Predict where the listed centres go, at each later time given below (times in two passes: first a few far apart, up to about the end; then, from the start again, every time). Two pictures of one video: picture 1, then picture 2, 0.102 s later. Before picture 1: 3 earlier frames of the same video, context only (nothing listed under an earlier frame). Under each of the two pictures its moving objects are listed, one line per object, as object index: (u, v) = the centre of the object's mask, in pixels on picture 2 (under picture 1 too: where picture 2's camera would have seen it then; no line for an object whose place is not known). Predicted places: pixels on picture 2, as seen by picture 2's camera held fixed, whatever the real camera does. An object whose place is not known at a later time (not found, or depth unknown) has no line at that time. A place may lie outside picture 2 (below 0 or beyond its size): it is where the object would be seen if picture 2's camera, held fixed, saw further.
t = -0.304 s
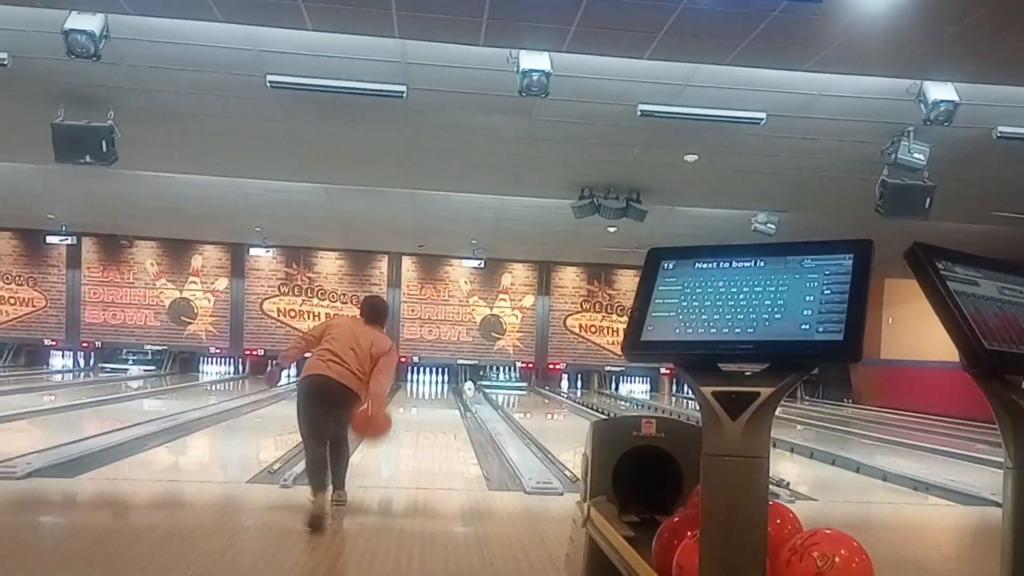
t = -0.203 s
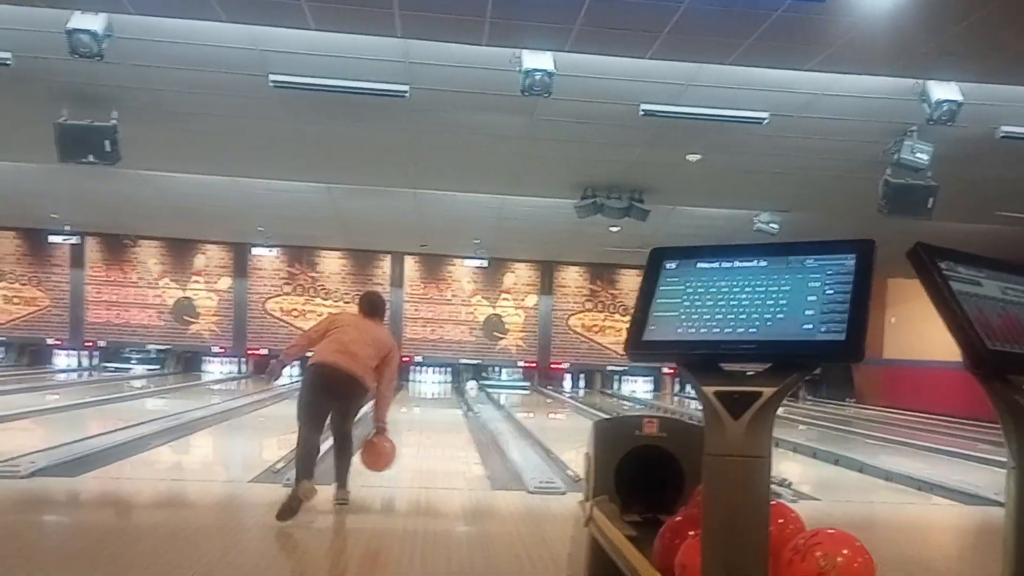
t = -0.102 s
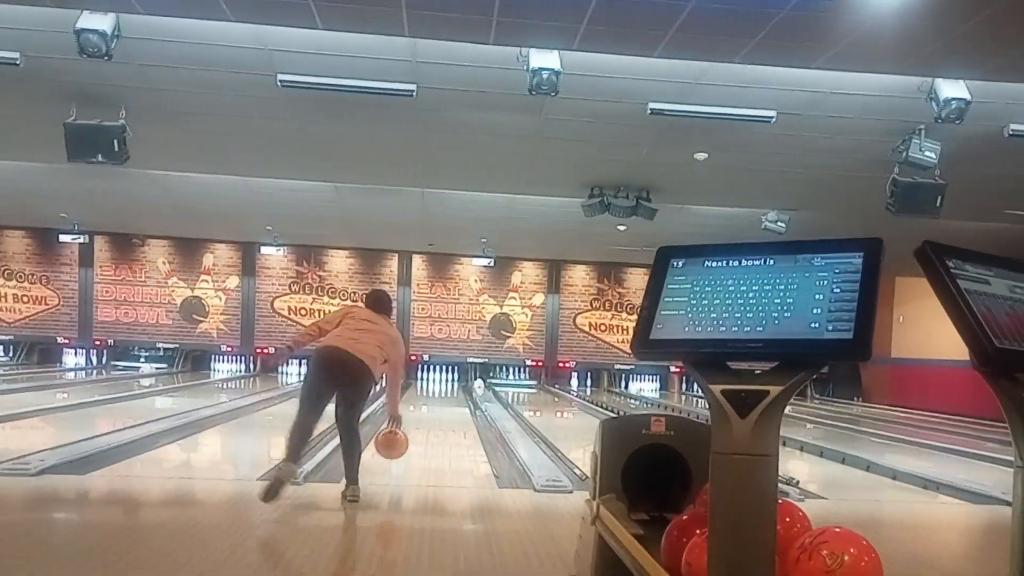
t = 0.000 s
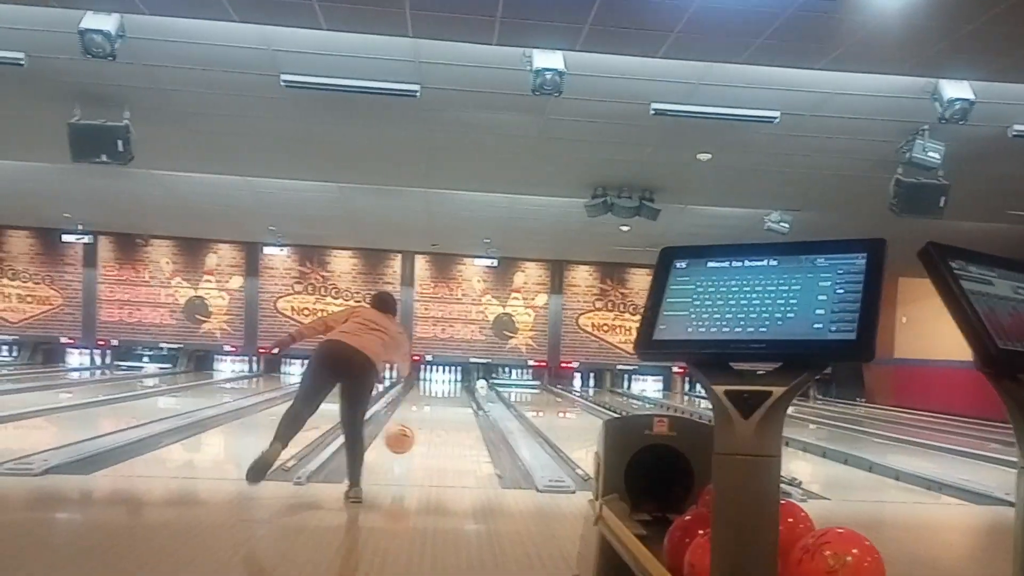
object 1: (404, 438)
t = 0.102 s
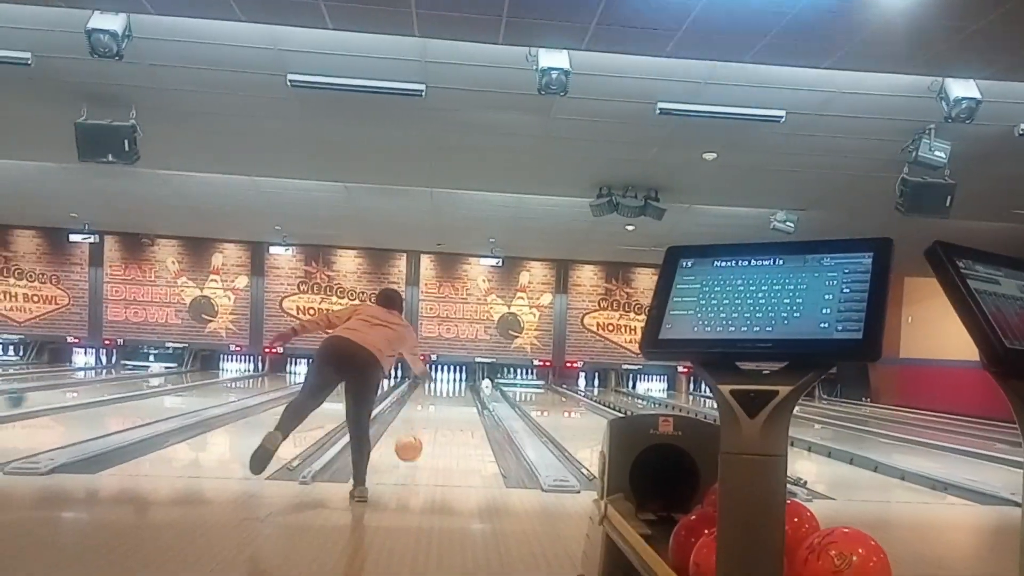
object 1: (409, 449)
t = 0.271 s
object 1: (415, 441)
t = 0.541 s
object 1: (422, 424)
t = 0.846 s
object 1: (428, 413)
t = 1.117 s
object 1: (433, 403)
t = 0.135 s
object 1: (411, 450)
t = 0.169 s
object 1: (411, 445)
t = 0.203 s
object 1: (413, 442)
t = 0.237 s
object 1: (414, 441)
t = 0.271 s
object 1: (415, 441)
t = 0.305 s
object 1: (416, 438)
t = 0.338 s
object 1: (417, 436)
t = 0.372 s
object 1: (417, 434)
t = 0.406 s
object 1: (419, 432)
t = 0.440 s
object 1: (420, 430)
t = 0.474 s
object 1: (421, 429)
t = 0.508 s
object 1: (422, 426)
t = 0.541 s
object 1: (422, 424)
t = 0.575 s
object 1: (423, 422)
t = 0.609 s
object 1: (424, 420)
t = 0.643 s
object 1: (425, 420)
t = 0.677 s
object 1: (425, 419)
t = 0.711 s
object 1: (426, 416)
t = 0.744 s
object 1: (427, 415)
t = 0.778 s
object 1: (427, 414)
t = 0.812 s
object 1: (428, 414)
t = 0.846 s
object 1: (428, 413)
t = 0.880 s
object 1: (429, 412)
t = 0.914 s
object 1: (430, 410)
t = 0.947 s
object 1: (430, 409)
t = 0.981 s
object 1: (431, 407)
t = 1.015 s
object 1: (431, 406)
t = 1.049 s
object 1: (432, 405)
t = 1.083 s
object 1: (432, 404)
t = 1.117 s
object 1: (433, 403)
